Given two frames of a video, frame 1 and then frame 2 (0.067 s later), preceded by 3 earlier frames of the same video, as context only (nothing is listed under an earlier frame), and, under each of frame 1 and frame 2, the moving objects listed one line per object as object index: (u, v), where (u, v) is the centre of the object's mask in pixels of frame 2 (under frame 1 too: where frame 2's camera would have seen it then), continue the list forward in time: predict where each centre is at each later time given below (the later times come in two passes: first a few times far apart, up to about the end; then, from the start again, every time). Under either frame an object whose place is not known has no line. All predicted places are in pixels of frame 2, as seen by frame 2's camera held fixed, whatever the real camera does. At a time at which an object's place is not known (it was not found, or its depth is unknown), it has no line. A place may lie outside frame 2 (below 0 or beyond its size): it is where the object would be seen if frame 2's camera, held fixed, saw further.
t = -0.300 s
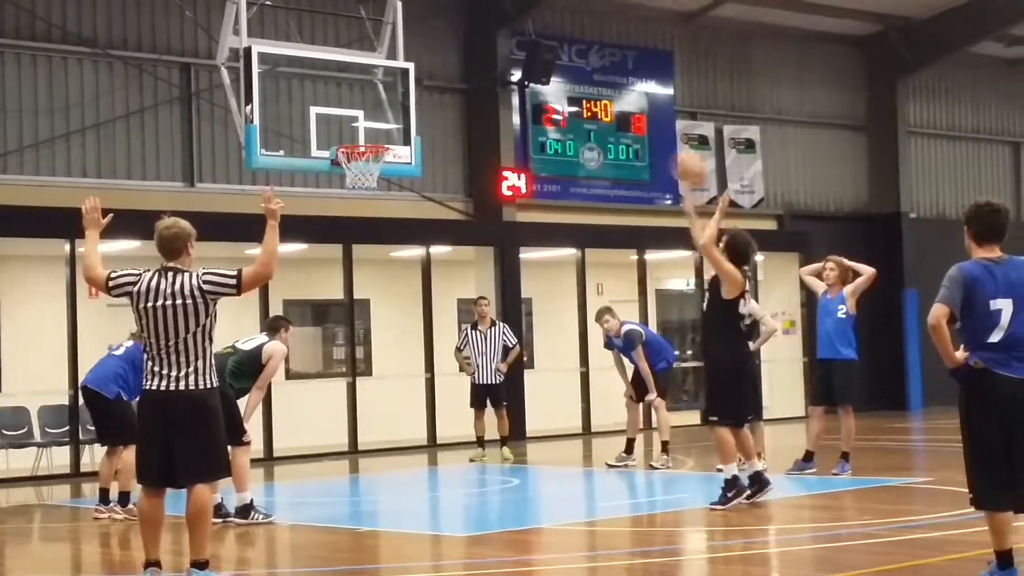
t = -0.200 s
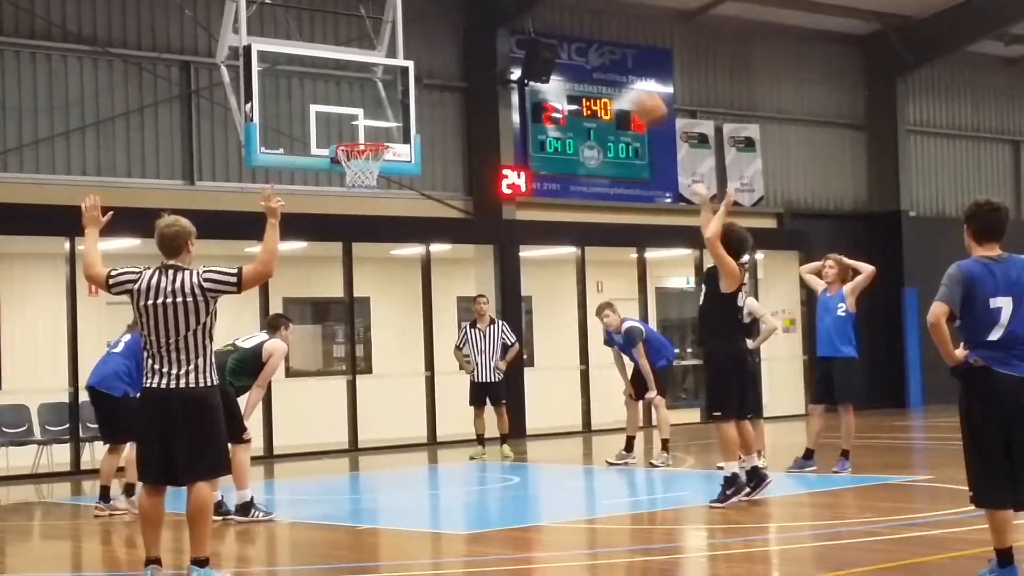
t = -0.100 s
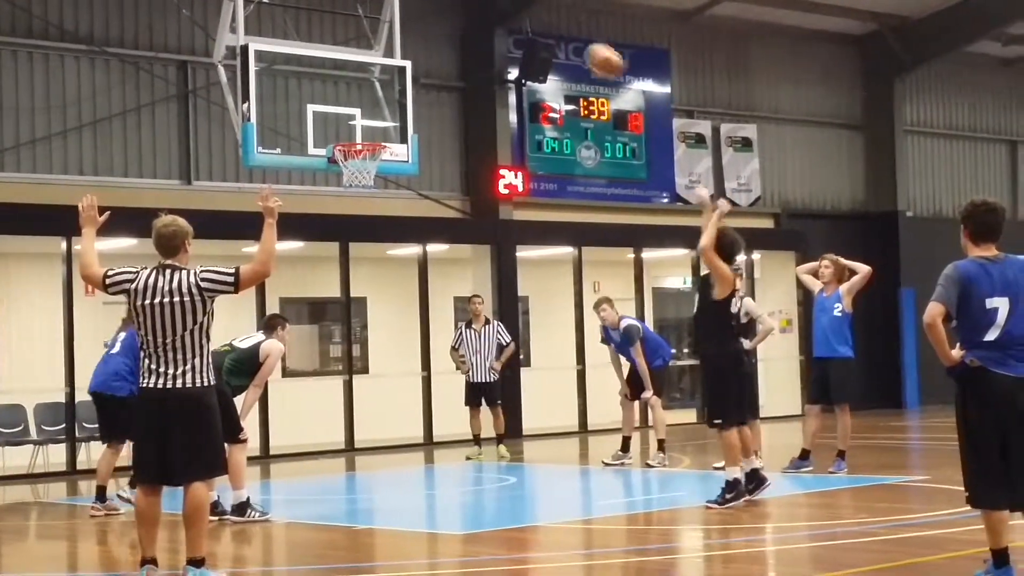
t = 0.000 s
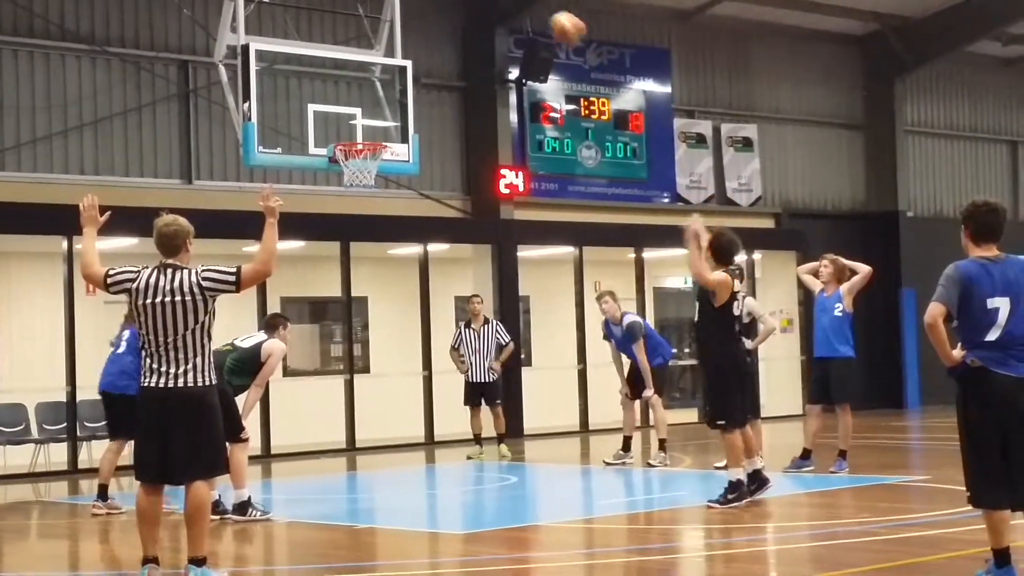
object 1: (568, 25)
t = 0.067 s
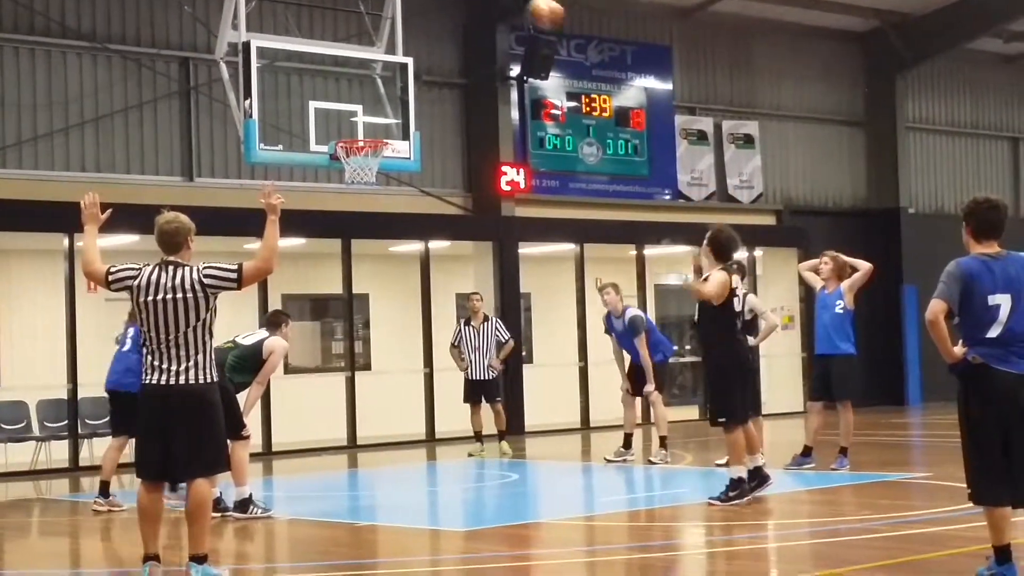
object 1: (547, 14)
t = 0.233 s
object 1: (490, 7)
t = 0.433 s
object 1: (429, 30)
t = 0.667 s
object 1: (367, 117)
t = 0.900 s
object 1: (351, 183)
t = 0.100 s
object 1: (536, 10)
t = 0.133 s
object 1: (523, 8)
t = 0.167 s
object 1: (512, 7)
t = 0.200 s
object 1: (501, 6)
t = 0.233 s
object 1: (490, 7)
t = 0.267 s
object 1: (479, 7)
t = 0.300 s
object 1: (468, 9)
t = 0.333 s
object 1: (458, 12)
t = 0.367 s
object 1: (449, 17)
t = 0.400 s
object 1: (439, 22)
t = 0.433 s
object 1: (429, 30)
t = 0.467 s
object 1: (421, 40)
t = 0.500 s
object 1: (412, 49)
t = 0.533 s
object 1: (403, 63)
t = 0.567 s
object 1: (393, 74)
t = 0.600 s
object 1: (386, 85)
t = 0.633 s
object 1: (375, 101)
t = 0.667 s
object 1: (367, 117)
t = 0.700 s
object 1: (360, 131)
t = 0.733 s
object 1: (351, 153)
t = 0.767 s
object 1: (346, 162)
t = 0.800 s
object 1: (346, 162)
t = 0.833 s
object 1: (347, 166)
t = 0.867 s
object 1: (348, 174)
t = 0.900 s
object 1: (351, 183)
